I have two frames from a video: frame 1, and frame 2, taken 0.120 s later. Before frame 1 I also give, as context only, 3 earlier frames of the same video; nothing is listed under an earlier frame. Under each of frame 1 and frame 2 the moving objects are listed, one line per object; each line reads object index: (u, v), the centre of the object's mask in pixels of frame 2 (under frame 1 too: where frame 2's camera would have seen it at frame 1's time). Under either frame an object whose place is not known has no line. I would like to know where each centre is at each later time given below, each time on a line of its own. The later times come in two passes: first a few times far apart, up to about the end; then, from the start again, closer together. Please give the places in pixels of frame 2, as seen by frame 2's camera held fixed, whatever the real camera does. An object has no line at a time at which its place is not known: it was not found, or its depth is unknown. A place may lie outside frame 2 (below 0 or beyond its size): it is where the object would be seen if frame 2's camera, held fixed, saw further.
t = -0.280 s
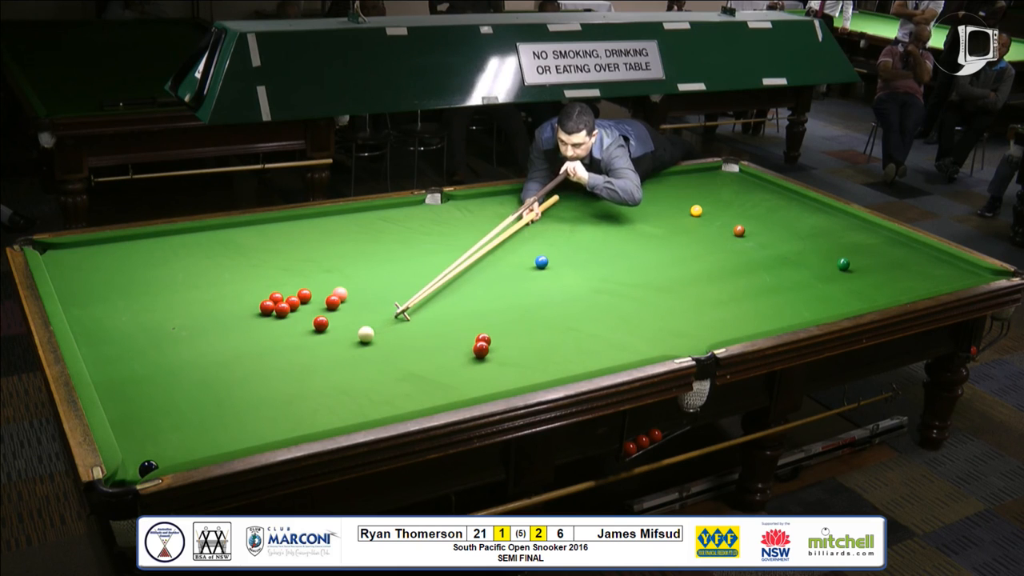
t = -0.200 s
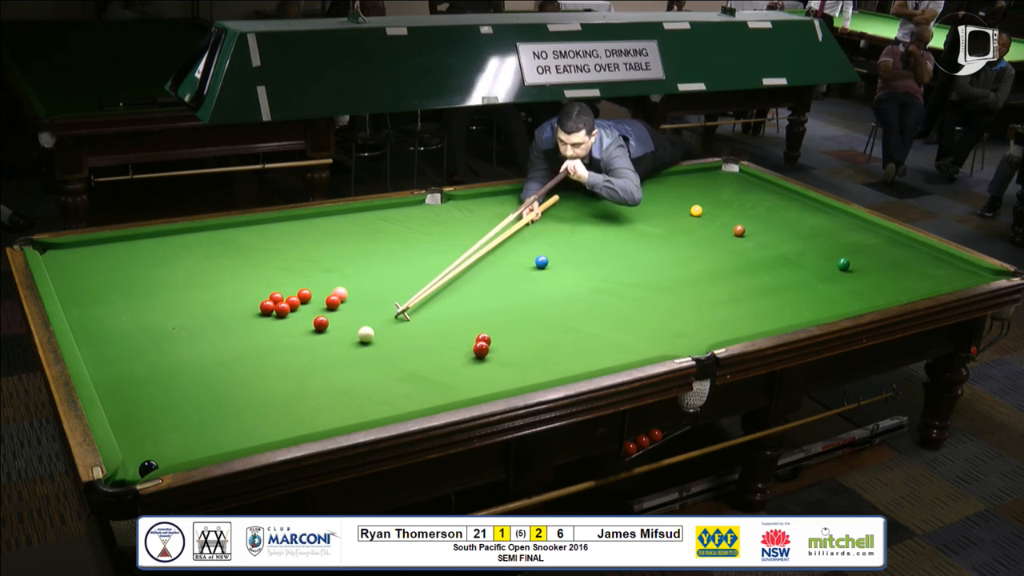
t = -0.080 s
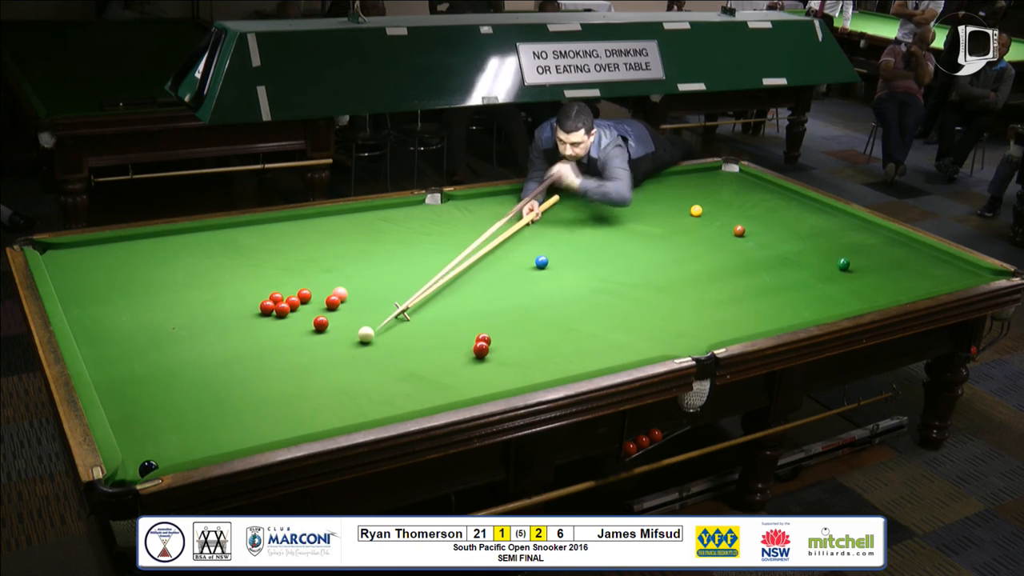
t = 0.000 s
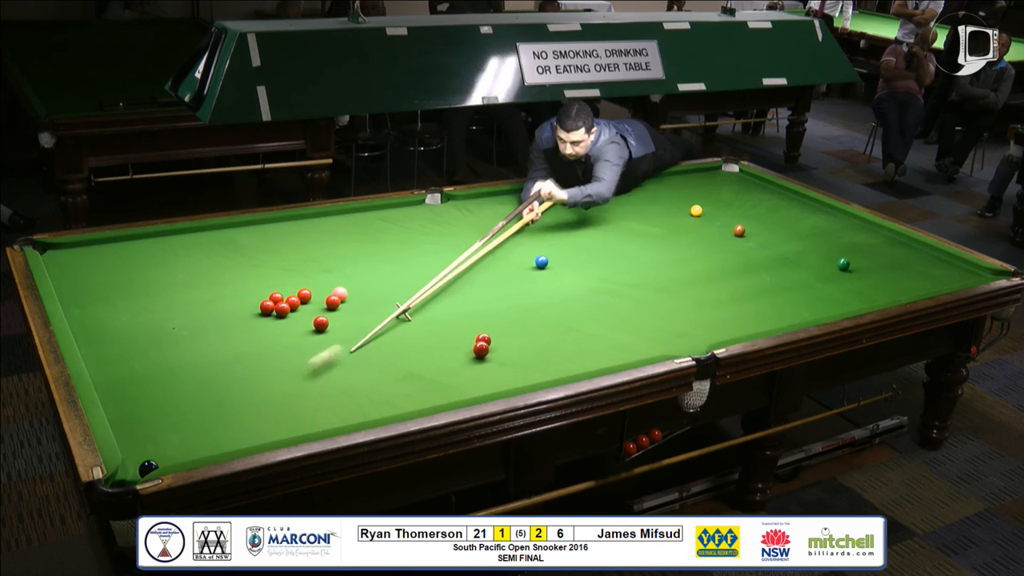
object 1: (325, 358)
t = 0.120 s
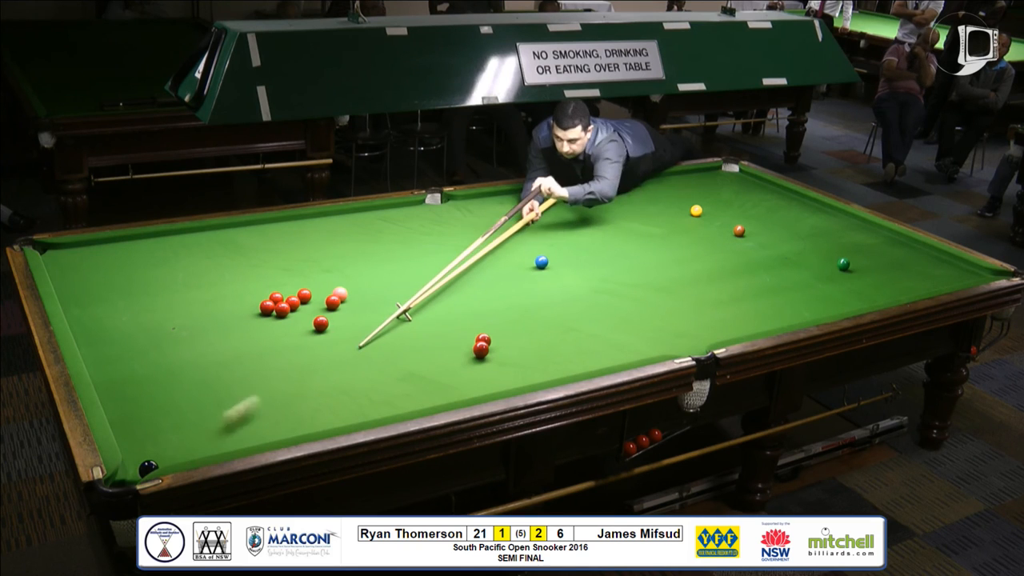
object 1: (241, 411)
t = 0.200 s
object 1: (181, 449)
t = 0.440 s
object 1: (177, 453)
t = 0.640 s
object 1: (196, 443)
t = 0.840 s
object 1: (213, 433)
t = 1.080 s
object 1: (231, 423)
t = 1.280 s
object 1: (245, 415)
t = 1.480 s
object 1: (257, 408)
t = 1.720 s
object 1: (270, 401)
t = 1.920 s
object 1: (279, 395)
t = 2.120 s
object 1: (288, 391)
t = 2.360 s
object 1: (297, 386)
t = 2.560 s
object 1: (303, 382)
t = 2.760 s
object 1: (308, 380)
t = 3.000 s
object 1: (313, 377)
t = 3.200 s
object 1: (315, 375)
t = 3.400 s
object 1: (317, 374)
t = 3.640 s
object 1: (319, 373)
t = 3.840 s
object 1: (319, 373)
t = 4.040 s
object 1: (319, 373)
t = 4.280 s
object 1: (319, 373)
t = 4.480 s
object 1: (319, 373)
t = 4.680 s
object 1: (319, 373)
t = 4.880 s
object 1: (319, 373)
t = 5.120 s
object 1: (319, 373)
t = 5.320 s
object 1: (319, 373)
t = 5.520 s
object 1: (319, 373)
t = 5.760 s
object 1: (319, 373)
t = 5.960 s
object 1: (319, 373)
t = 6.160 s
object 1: (319, 373)
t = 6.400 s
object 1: (319, 373)
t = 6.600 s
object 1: (319, 373)
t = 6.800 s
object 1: (319, 373)
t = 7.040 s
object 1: (319, 373)
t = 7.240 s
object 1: (319, 373)
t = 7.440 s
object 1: (319, 373)
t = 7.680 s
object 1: (319, 373)
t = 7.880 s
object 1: (319, 373)
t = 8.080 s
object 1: (319, 373)
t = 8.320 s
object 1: (319, 373)
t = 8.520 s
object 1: (319, 373)
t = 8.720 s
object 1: (319, 373)
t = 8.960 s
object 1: (319, 373)
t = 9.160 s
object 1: (319, 373)
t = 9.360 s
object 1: (319, 373)
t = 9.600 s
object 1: (319, 373)
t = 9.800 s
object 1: (319, 373)
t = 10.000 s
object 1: (319, 373)
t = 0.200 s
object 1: (181, 449)
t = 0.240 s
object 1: (163, 459)
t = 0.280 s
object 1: (163, 459)
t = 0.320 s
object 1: (165, 458)
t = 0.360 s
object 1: (169, 456)
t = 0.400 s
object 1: (173, 455)
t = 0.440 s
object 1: (177, 453)
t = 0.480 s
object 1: (181, 451)
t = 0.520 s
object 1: (185, 449)
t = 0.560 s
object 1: (189, 447)
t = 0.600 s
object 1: (192, 445)
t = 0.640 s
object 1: (196, 443)
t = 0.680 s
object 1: (200, 441)
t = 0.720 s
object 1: (203, 439)
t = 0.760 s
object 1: (206, 437)
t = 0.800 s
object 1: (210, 435)
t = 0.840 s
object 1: (213, 433)
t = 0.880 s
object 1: (216, 431)
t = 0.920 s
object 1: (219, 429)
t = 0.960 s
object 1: (222, 428)
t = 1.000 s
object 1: (225, 426)
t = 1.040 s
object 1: (228, 424)
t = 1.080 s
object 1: (231, 423)
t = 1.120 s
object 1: (234, 421)
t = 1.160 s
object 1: (237, 420)
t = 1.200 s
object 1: (240, 418)
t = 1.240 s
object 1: (242, 416)
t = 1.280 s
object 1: (245, 415)
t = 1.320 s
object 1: (248, 413)
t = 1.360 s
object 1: (250, 412)
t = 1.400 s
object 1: (252, 411)
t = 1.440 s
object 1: (255, 409)
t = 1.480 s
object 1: (257, 408)
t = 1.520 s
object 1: (259, 407)
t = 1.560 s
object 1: (262, 405)
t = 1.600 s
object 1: (264, 404)
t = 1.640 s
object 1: (266, 403)
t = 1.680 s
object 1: (268, 402)
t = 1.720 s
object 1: (270, 401)
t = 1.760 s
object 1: (272, 399)
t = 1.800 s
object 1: (274, 398)
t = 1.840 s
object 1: (276, 397)
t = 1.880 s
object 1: (278, 396)
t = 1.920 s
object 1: (279, 395)
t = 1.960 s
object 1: (281, 394)
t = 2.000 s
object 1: (283, 393)
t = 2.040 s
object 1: (285, 392)
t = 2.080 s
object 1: (286, 391)
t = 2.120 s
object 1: (288, 391)
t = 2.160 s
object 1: (290, 389)
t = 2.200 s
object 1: (291, 389)
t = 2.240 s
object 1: (293, 388)
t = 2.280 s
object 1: (294, 387)
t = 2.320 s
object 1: (295, 386)
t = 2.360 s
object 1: (297, 386)
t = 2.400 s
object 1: (298, 385)
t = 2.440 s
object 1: (299, 384)
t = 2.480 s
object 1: (300, 384)
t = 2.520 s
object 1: (301, 383)
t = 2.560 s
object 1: (303, 382)
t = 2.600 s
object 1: (304, 381)
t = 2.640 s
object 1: (305, 381)
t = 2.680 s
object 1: (306, 380)
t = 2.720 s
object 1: (307, 380)
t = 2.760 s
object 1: (308, 380)
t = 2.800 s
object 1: (309, 379)
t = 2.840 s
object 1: (310, 378)
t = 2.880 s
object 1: (310, 378)
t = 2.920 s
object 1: (311, 377)
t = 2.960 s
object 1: (312, 377)
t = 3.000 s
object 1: (313, 377)
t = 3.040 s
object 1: (313, 376)
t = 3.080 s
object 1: (314, 376)
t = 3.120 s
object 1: (314, 376)
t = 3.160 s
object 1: (315, 375)
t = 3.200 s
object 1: (315, 375)
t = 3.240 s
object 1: (316, 375)
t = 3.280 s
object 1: (316, 375)
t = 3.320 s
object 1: (317, 374)
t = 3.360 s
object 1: (317, 374)
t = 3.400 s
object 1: (317, 374)
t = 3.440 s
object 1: (318, 374)
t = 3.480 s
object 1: (318, 373)
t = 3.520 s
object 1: (318, 373)
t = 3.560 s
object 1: (319, 373)
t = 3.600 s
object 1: (319, 373)
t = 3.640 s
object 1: (319, 373)
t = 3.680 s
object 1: (319, 373)
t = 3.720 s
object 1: (319, 373)
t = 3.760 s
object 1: (319, 373)
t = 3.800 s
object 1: (319, 373)
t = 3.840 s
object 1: (319, 373)
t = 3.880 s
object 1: (319, 373)
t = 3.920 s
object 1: (319, 373)
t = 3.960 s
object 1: (319, 373)
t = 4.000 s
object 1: (319, 373)
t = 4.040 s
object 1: (319, 373)
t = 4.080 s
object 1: (319, 373)
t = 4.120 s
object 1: (319, 373)
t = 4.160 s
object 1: (319, 373)
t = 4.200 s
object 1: (319, 373)
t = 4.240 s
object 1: (319, 373)
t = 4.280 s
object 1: (319, 373)
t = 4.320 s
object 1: (319, 373)
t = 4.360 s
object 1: (319, 373)
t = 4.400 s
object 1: (319, 373)
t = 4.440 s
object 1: (319, 373)
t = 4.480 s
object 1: (319, 373)
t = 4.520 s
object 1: (319, 373)
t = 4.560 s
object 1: (319, 373)
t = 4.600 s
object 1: (319, 373)
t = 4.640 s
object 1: (319, 373)
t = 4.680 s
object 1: (319, 373)
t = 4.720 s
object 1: (319, 373)
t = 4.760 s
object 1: (319, 373)
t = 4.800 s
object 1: (319, 373)
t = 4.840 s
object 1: (319, 373)
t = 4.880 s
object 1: (319, 373)
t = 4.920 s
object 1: (319, 373)
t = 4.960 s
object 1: (319, 373)
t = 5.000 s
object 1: (319, 373)
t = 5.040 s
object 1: (319, 373)
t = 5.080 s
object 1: (319, 373)
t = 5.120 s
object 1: (319, 373)
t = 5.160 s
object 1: (319, 373)
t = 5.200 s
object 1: (319, 373)
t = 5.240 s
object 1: (319, 373)
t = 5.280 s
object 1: (319, 373)
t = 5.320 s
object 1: (319, 373)
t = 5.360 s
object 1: (319, 373)
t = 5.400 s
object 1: (319, 373)
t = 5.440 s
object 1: (319, 373)
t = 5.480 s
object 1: (319, 373)
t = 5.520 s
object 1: (319, 373)
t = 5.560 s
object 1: (319, 373)
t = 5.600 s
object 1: (319, 373)
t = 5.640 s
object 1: (319, 373)
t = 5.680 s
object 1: (319, 373)
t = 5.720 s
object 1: (319, 373)
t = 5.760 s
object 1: (319, 373)
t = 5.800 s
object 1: (319, 373)
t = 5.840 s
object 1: (319, 373)
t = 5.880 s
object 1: (319, 373)
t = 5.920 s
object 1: (319, 373)
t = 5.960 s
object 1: (319, 373)
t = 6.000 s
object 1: (319, 373)
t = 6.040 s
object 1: (319, 373)
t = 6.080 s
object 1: (319, 373)
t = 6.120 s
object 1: (319, 373)
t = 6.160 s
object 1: (319, 373)
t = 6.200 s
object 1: (319, 373)
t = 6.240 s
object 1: (319, 373)
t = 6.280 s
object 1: (319, 373)
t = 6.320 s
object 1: (319, 373)
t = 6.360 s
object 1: (319, 373)
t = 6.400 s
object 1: (319, 373)
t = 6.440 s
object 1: (319, 373)
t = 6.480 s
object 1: (319, 373)
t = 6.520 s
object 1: (319, 373)
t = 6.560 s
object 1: (319, 373)
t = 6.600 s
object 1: (319, 373)
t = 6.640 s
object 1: (319, 373)
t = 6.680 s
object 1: (319, 373)
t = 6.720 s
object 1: (319, 373)
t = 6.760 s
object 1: (319, 373)
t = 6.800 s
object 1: (319, 373)
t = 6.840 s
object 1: (319, 373)
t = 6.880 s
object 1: (319, 373)
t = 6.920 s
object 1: (319, 373)
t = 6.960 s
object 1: (319, 373)
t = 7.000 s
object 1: (319, 373)
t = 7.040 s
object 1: (319, 373)
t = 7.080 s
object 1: (319, 373)
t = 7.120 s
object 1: (319, 373)
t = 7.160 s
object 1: (319, 373)
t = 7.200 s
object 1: (319, 373)
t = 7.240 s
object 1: (319, 373)
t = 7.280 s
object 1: (319, 373)
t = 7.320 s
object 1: (319, 373)
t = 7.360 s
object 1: (319, 373)
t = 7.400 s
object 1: (319, 373)
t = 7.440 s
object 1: (319, 373)
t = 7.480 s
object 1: (319, 373)
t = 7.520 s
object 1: (319, 373)
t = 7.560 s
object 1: (319, 373)
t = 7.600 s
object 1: (319, 373)
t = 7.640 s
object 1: (319, 373)
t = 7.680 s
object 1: (319, 373)
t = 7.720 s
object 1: (319, 373)
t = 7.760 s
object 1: (319, 373)
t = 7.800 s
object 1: (319, 373)
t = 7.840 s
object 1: (319, 373)
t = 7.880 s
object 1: (319, 373)
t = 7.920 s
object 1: (319, 373)
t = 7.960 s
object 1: (319, 373)
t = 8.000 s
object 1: (319, 373)
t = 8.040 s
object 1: (319, 373)
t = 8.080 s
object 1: (319, 373)
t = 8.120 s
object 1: (319, 373)
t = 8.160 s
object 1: (319, 373)
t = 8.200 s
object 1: (319, 373)
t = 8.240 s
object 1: (319, 373)
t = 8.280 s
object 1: (319, 373)
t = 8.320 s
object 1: (319, 373)
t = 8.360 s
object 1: (319, 373)
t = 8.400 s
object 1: (319, 373)
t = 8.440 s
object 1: (319, 373)
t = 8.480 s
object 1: (319, 373)
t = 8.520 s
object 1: (319, 373)
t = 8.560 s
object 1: (319, 373)
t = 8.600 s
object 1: (319, 373)
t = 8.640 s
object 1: (319, 373)
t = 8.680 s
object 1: (319, 373)
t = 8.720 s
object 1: (319, 373)
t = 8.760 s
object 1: (319, 373)
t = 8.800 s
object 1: (319, 373)
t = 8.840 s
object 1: (319, 373)
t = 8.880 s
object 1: (319, 373)
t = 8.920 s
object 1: (319, 373)
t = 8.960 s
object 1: (319, 373)
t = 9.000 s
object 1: (319, 373)
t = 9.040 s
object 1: (319, 373)
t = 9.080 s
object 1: (319, 373)
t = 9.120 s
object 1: (319, 373)
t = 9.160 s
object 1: (319, 373)
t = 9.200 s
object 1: (319, 373)
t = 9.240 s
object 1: (319, 373)
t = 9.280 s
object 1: (319, 373)
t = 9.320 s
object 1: (319, 373)
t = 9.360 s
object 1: (319, 373)
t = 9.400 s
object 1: (319, 373)
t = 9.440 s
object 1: (319, 373)
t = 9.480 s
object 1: (319, 373)
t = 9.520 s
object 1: (319, 373)
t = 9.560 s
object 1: (319, 373)
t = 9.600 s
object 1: (319, 373)
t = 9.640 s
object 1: (319, 373)
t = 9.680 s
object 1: (319, 373)
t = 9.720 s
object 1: (319, 373)
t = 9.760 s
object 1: (319, 373)
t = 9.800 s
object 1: (319, 373)
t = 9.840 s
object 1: (319, 373)
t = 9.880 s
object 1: (319, 373)
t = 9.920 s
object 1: (319, 373)
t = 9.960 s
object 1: (319, 373)
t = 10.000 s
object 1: (319, 373)
